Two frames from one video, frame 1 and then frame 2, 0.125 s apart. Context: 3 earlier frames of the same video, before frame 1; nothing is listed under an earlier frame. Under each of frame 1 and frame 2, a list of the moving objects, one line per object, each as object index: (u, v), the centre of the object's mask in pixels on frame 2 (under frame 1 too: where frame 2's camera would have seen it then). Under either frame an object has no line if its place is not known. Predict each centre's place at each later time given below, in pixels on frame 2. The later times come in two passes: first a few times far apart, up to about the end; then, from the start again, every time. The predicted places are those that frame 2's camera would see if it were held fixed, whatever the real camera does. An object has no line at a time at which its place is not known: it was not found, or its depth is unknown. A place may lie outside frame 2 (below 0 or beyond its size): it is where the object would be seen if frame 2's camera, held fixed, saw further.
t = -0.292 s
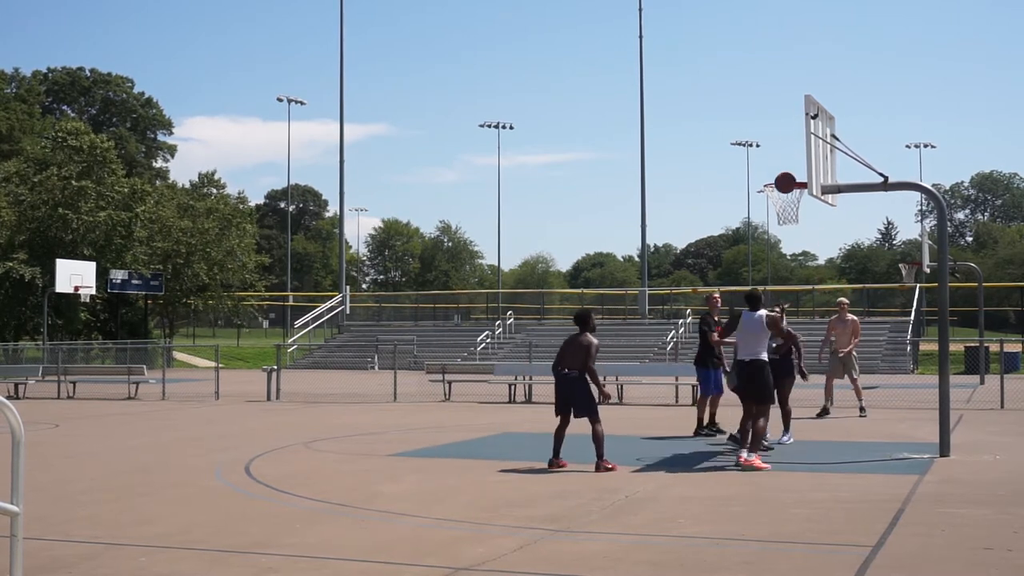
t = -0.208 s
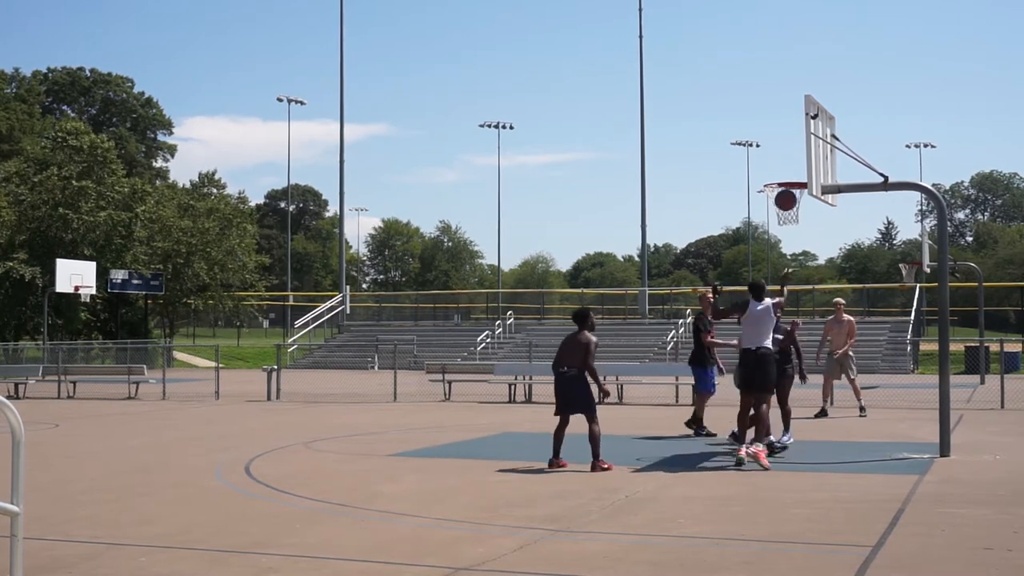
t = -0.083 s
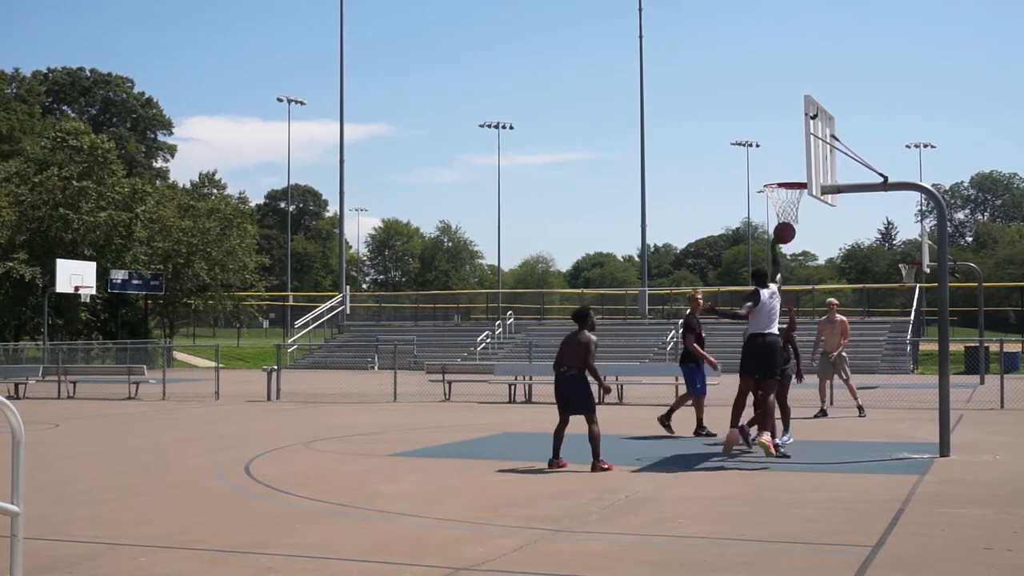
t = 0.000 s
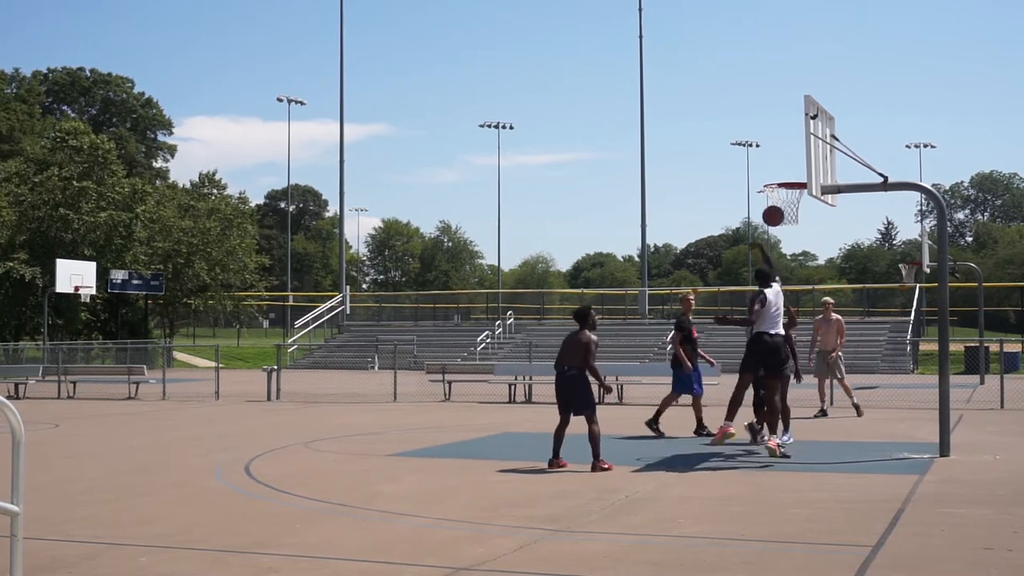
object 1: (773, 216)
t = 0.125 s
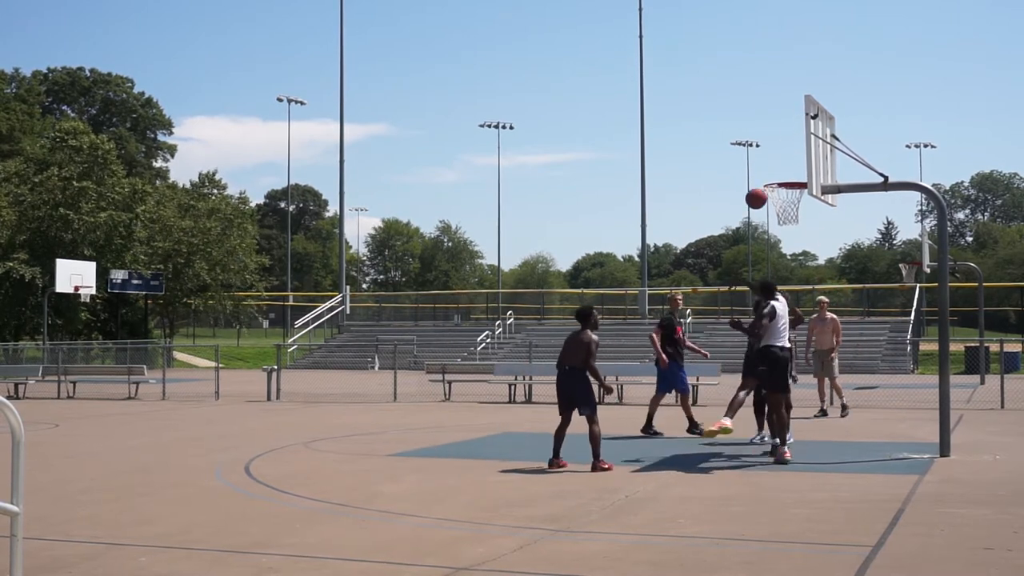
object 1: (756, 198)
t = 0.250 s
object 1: (740, 195)
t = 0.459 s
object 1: (717, 219)
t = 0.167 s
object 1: (750, 196)
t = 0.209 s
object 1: (745, 195)
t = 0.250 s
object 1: (740, 195)
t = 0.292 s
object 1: (735, 197)
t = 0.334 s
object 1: (730, 201)
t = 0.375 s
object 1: (726, 205)
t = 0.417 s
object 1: (721, 212)
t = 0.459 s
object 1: (717, 219)
